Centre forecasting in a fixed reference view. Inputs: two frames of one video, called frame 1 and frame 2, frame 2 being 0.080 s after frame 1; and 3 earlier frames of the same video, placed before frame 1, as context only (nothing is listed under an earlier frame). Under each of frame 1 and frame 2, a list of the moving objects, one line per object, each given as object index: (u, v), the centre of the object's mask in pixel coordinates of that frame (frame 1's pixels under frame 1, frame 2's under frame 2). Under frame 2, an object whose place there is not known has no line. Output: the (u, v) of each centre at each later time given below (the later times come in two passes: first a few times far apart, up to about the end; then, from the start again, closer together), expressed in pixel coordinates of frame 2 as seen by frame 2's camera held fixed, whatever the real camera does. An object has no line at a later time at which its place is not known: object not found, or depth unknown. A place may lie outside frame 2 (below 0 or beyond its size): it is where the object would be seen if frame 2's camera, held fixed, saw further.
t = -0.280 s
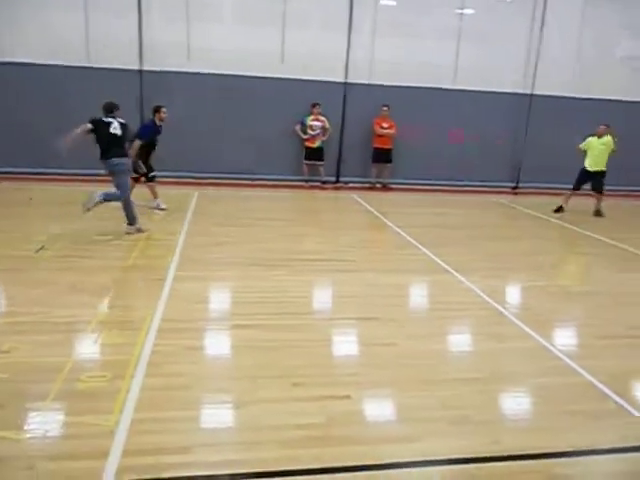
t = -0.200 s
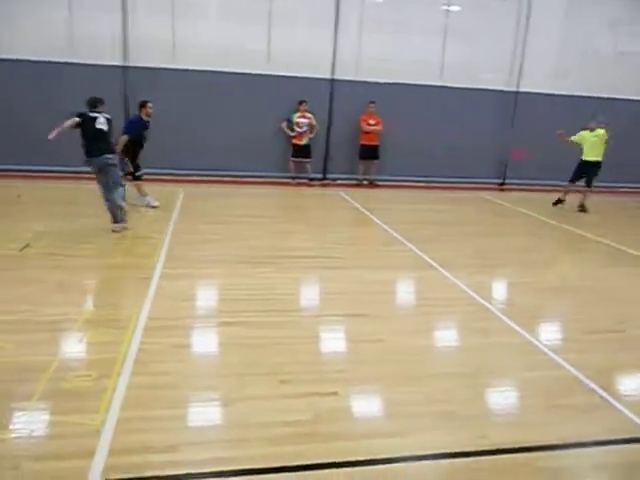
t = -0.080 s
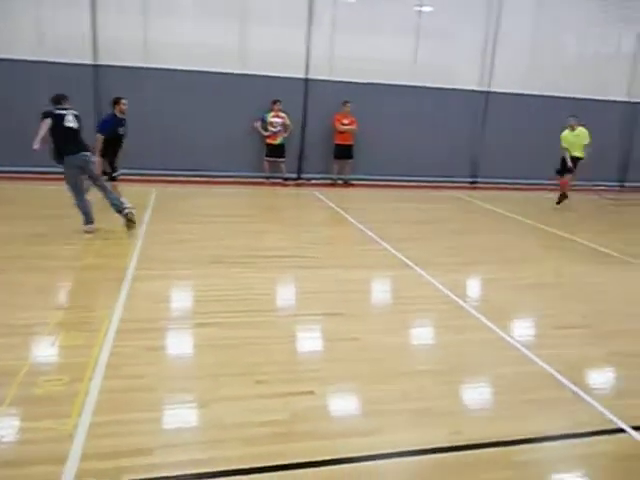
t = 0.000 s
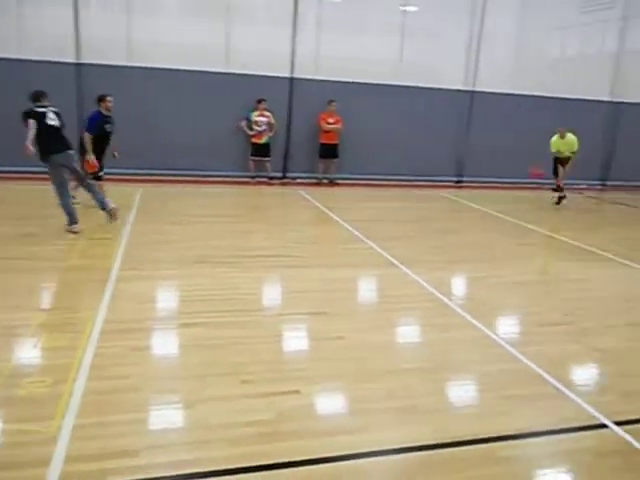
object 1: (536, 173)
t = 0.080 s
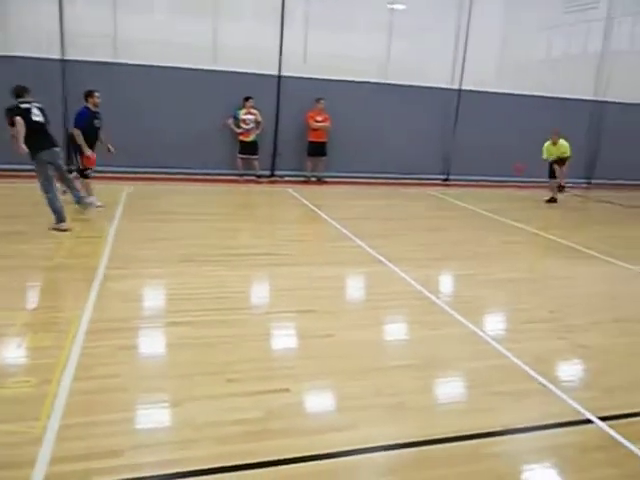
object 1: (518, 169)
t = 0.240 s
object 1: (491, 162)
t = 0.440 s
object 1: (459, 179)
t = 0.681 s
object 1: (426, 197)
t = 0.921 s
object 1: (398, 197)
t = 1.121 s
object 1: (375, 199)
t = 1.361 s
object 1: (347, 202)
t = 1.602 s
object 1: (322, 202)
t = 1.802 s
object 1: (303, 201)
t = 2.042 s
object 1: (281, 203)
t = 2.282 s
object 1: (259, 202)
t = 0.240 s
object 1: (491, 162)
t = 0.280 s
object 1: (483, 162)
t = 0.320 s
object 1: (483, 162)
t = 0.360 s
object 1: (478, 168)
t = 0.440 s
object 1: (459, 179)
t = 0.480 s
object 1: (454, 185)
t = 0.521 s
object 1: (447, 189)
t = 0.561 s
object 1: (440, 198)
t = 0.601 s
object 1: (434, 204)
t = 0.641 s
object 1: (430, 200)
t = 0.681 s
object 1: (426, 197)
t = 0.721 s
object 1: (422, 196)
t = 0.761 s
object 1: (417, 194)
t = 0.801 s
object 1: (412, 194)
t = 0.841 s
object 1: (407, 193)
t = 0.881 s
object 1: (403, 194)
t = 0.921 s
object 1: (398, 197)
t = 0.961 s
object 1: (393, 200)
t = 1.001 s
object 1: (388, 203)
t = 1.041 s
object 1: (384, 202)
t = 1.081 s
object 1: (379, 200)
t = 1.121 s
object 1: (375, 199)
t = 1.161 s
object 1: (370, 199)
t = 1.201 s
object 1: (365, 200)
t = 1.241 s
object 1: (360, 203)
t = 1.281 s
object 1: (355, 204)
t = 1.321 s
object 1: (351, 203)
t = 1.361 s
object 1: (347, 202)
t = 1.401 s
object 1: (343, 202)
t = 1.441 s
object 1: (338, 202)
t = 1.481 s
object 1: (334, 203)
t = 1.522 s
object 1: (329, 202)
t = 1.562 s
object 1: (326, 202)
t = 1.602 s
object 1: (322, 202)
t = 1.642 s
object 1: (318, 202)
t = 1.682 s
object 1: (314, 202)
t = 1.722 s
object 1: (311, 201)
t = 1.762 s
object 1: (306, 201)
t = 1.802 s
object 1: (303, 201)
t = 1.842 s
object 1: (299, 202)
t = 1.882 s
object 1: (296, 201)
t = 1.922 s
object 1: (292, 202)
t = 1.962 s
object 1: (288, 201)
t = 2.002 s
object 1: (285, 203)
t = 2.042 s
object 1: (281, 203)
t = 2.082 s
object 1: (277, 202)
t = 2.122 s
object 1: (273, 202)
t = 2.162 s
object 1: (270, 202)
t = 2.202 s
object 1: (266, 202)
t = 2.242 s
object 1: (263, 202)
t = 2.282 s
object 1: (259, 202)
